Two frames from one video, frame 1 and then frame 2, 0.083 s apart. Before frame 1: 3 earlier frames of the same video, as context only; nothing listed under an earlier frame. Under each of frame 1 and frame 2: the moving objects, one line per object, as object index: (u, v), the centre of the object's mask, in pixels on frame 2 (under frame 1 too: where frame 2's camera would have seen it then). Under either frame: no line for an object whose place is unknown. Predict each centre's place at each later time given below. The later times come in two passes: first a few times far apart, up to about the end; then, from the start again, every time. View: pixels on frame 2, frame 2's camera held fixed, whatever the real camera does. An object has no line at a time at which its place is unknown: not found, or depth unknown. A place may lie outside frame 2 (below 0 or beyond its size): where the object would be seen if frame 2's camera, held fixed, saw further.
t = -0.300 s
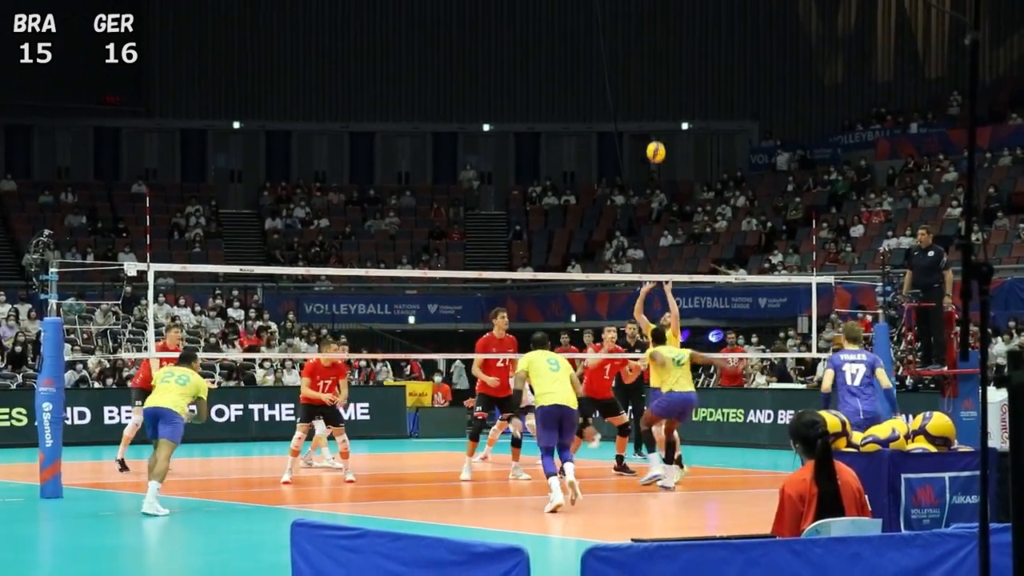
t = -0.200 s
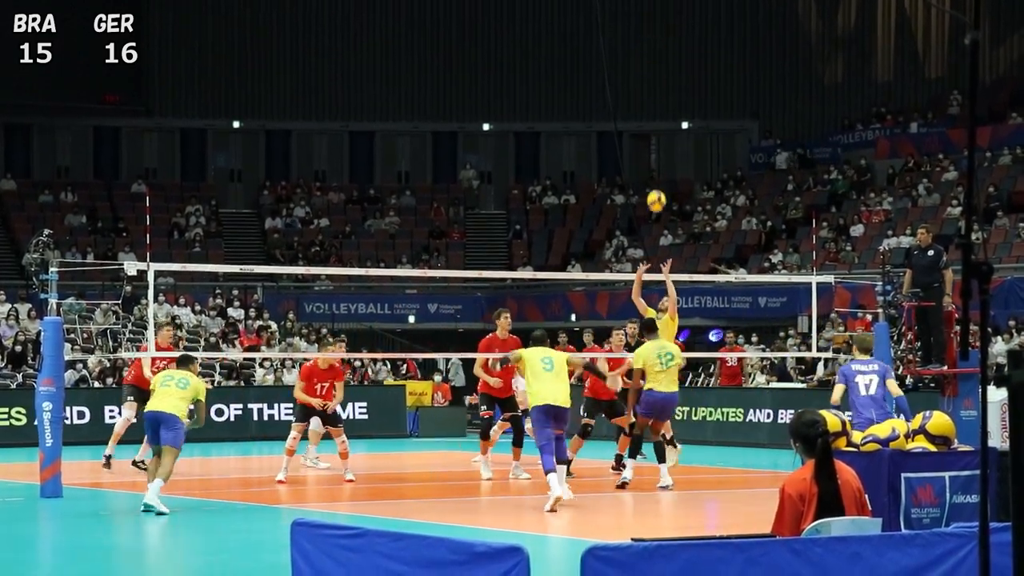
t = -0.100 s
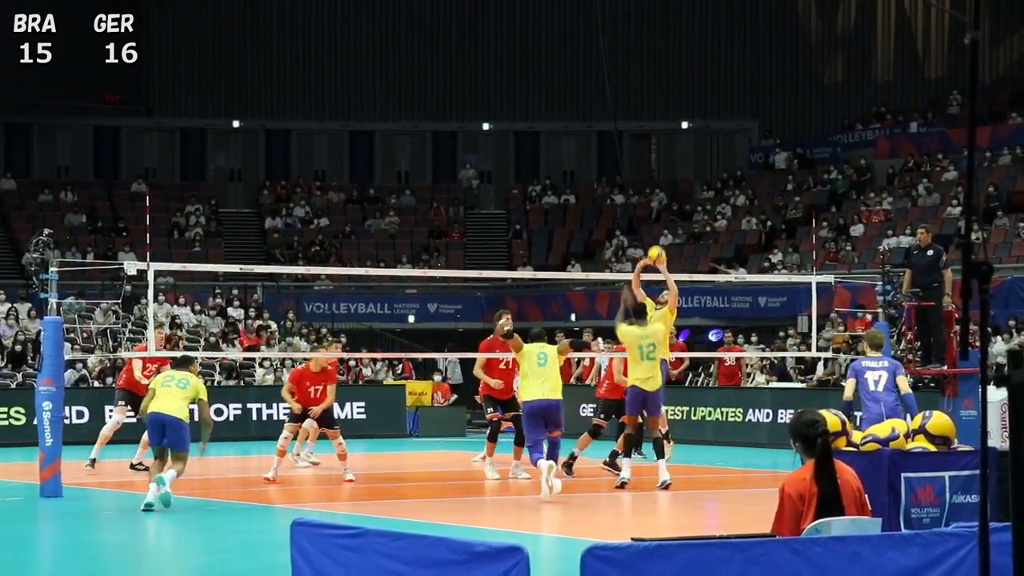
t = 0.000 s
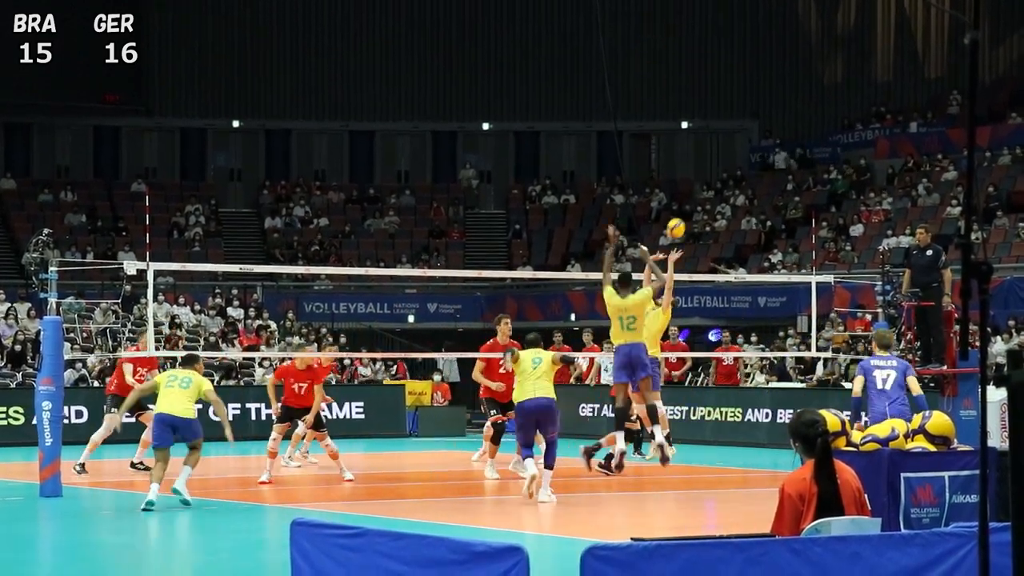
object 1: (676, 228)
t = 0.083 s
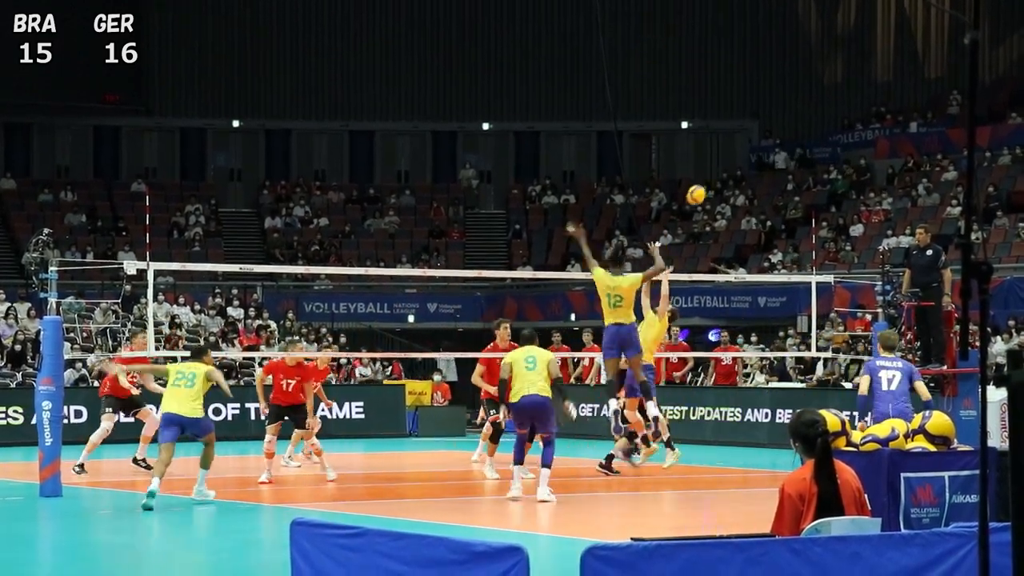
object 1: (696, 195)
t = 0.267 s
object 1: (740, 145)
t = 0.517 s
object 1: (798, 123)
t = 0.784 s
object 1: (856, 158)
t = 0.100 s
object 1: (700, 189)
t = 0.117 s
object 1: (704, 184)
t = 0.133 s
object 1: (707, 178)
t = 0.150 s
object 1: (712, 173)
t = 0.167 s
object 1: (716, 168)
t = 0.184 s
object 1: (720, 164)
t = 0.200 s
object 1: (724, 159)
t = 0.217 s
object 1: (728, 155)
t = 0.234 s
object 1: (732, 151)
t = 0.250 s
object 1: (736, 148)
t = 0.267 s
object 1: (740, 145)
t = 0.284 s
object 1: (744, 142)
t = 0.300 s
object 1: (748, 139)
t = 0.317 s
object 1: (752, 136)
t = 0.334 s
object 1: (756, 134)
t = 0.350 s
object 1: (760, 132)
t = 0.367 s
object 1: (764, 130)
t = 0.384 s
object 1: (767, 128)
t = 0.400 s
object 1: (771, 127)
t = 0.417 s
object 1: (775, 126)
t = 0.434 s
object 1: (779, 125)
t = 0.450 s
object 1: (783, 124)
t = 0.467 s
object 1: (787, 123)
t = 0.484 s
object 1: (790, 123)
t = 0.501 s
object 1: (794, 123)
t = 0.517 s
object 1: (798, 123)
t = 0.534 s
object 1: (802, 124)
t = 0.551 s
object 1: (805, 125)
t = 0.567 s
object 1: (809, 125)
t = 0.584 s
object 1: (813, 127)
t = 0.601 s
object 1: (816, 128)
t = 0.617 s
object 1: (820, 129)
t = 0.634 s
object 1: (823, 131)
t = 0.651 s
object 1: (827, 133)
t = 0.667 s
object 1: (831, 136)
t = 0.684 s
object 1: (834, 138)
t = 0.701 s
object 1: (838, 141)
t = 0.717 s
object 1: (842, 144)
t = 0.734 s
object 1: (845, 147)
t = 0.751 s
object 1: (849, 150)
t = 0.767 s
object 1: (852, 154)
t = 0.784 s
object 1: (856, 158)
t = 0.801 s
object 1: (859, 162)
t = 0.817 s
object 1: (863, 166)
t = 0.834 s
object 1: (867, 170)
